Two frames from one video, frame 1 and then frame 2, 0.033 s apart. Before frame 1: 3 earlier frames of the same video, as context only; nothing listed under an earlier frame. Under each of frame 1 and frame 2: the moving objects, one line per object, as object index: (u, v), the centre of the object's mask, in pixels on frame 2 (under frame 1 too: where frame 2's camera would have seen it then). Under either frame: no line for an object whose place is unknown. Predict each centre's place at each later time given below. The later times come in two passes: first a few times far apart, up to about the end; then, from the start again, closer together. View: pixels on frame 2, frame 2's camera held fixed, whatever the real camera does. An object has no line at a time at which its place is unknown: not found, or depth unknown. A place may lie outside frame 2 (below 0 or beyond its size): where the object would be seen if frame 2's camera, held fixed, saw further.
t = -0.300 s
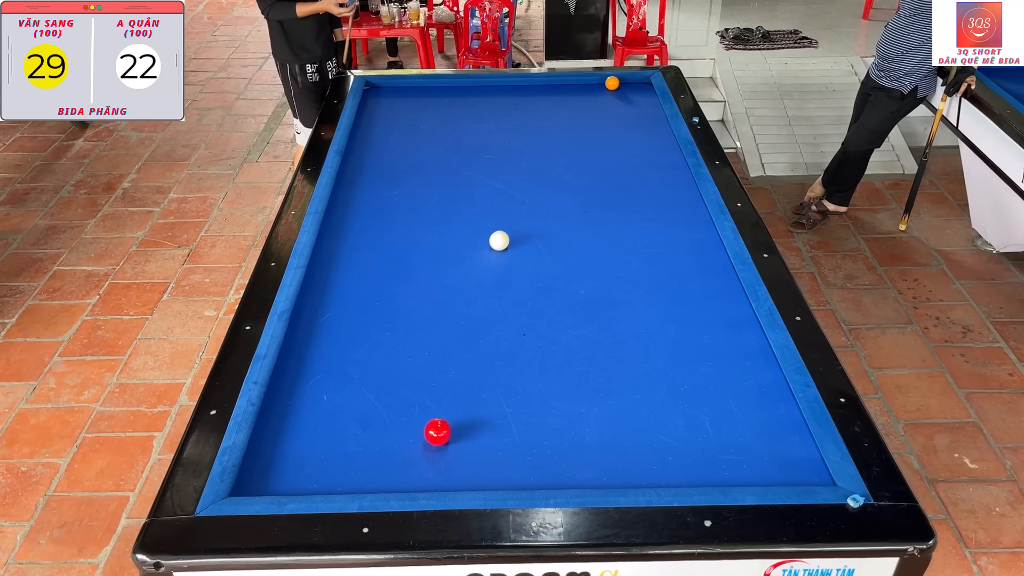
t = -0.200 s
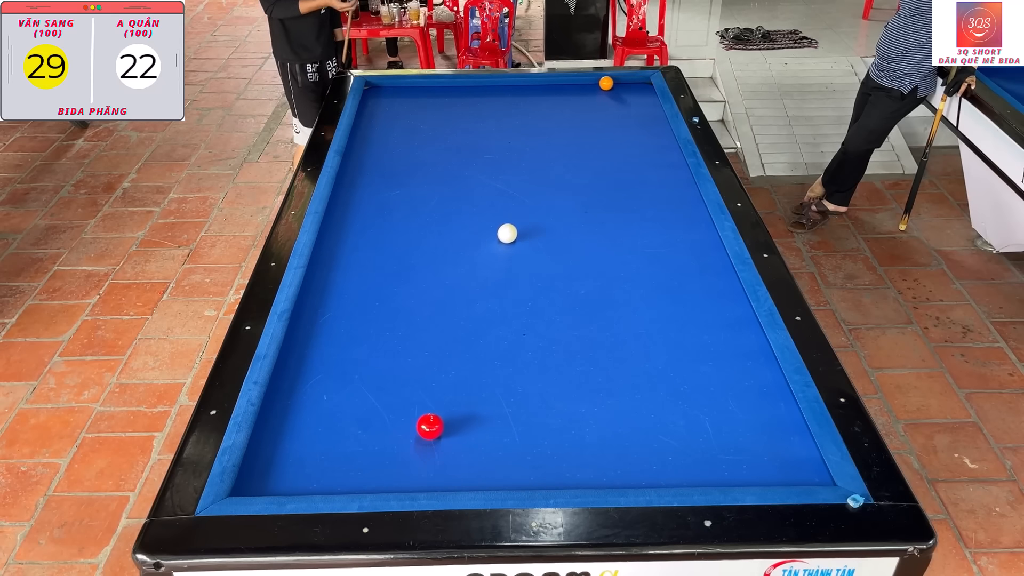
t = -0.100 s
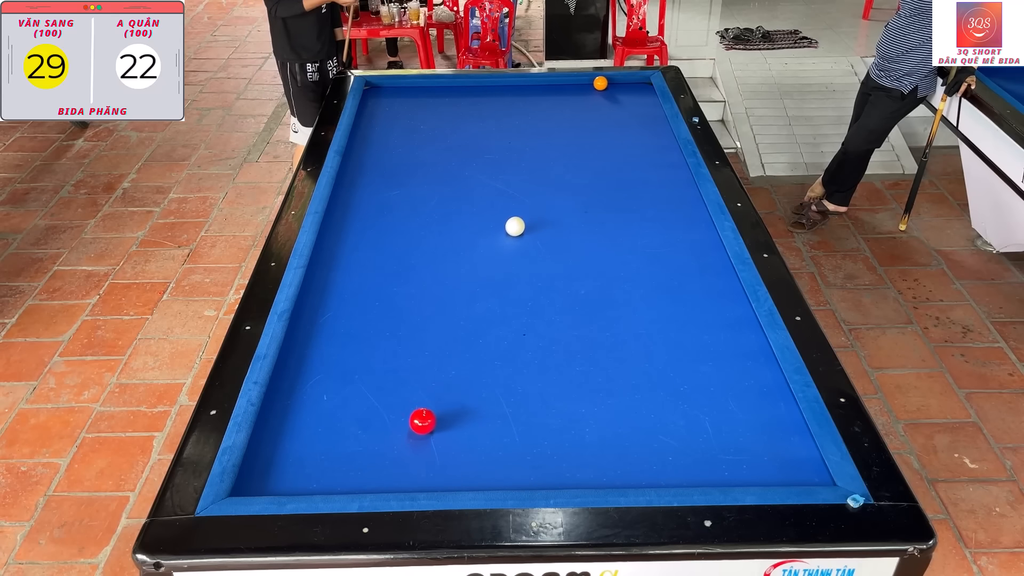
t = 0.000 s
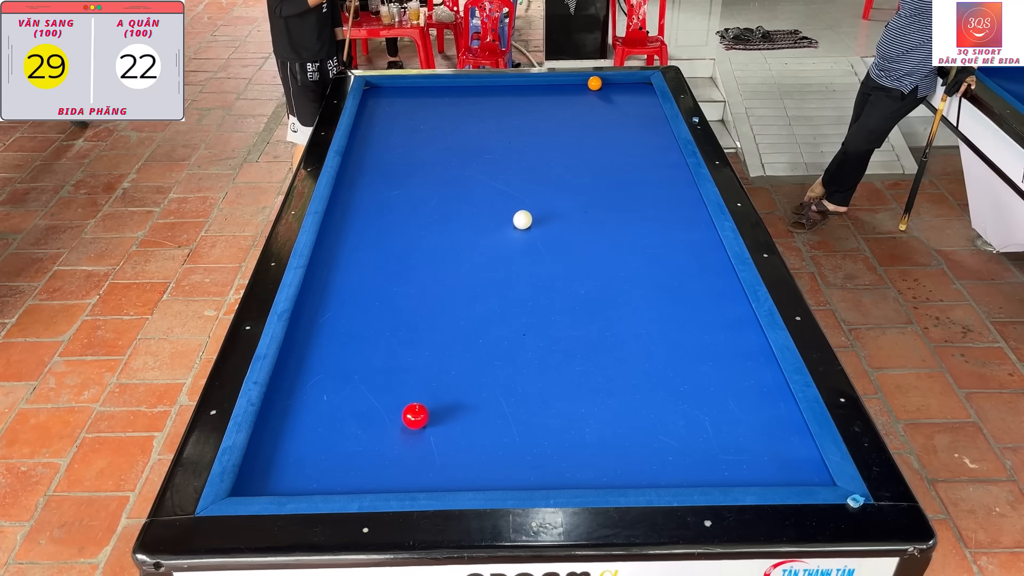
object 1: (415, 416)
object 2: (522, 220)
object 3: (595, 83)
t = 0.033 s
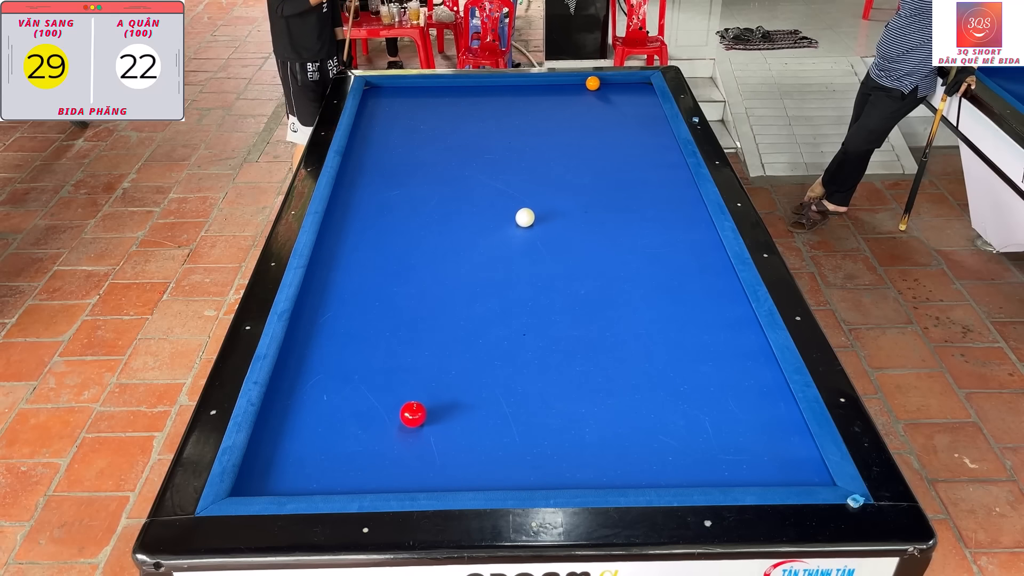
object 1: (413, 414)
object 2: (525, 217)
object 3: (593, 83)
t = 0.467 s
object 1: (385, 394)
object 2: (555, 191)
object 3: (569, 83)
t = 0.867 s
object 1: (362, 377)
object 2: (578, 169)
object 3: (548, 84)
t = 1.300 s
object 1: (339, 362)
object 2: (601, 149)
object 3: (527, 84)
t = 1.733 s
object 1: (318, 349)
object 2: (622, 131)
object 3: (508, 83)
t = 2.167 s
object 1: (299, 338)
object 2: (640, 115)
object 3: (491, 83)
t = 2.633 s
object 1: (307, 330)
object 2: (650, 101)
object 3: (475, 84)
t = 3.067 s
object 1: (317, 325)
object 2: (636, 92)
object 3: (462, 84)
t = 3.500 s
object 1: (325, 321)
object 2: (624, 84)
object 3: (450, 85)
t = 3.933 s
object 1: (331, 319)
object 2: (618, 83)
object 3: (440, 85)
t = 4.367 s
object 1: (334, 318)
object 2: (616, 86)
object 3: (432, 86)
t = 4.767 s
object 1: (334, 318)
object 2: (614, 89)
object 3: (426, 86)
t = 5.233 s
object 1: (334, 318)
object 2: (612, 91)
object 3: (421, 86)
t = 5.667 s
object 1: (334, 318)
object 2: (611, 93)
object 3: (418, 87)
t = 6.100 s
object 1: (334, 318)
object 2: (610, 94)
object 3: (417, 87)
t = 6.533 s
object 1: (334, 318)
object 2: (609, 95)
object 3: (417, 87)
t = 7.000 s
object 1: (334, 318)
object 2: (609, 95)
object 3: (417, 87)
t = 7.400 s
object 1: (334, 318)
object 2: (609, 95)
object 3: (417, 87)
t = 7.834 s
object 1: (334, 318)
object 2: (609, 95)
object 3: (417, 87)
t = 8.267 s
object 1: (334, 318)
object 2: (609, 95)
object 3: (417, 87)
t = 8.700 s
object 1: (334, 318)
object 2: (609, 95)
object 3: (417, 87)
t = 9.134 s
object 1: (334, 318)
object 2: (609, 95)
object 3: (417, 87)
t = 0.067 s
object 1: (410, 412)
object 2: (527, 215)
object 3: (591, 83)
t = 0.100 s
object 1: (408, 411)
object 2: (530, 213)
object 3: (589, 83)
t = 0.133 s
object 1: (406, 409)
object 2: (532, 211)
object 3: (587, 83)
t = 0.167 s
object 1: (404, 408)
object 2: (534, 209)
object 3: (585, 83)
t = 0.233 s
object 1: (399, 405)
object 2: (539, 205)
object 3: (582, 83)
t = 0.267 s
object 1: (397, 403)
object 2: (541, 203)
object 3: (580, 83)
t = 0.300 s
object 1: (395, 401)
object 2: (544, 201)
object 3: (578, 83)
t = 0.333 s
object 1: (393, 400)
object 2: (546, 199)
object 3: (576, 83)
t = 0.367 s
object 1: (391, 398)
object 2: (548, 197)
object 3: (574, 83)
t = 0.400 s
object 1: (389, 397)
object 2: (550, 195)
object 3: (573, 83)
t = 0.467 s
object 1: (385, 394)
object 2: (555, 191)
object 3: (569, 83)
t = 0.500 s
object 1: (383, 392)
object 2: (557, 189)
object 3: (567, 83)
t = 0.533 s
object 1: (381, 391)
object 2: (559, 187)
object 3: (565, 83)
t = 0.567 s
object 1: (379, 389)
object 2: (561, 185)
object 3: (563, 83)
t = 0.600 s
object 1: (377, 388)
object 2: (563, 183)
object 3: (562, 83)
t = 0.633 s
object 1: (375, 386)
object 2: (565, 182)
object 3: (560, 84)
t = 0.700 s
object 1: (371, 384)
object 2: (569, 178)
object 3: (557, 84)
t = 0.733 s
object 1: (369, 382)
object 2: (571, 176)
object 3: (555, 84)
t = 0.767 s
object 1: (367, 381)
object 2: (573, 175)
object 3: (553, 84)
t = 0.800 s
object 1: (365, 380)
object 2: (574, 173)
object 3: (551, 84)
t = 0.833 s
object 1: (364, 378)
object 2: (576, 171)
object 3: (550, 83)
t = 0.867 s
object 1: (362, 377)
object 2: (578, 169)
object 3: (548, 84)
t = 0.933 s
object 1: (358, 375)
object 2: (582, 166)
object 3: (545, 84)
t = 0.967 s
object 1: (356, 373)
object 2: (584, 165)
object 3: (543, 83)
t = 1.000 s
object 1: (354, 372)
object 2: (586, 163)
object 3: (542, 84)
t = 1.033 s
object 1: (353, 371)
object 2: (587, 161)
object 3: (540, 84)
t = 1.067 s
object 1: (351, 370)
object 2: (589, 160)
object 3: (538, 83)
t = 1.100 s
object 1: (349, 369)
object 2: (591, 158)
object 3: (537, 83)
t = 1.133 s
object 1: (347, 367)
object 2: (593, 157)
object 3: (535, 83)
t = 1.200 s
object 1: (344, 365)
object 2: (596, 154)
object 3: (532, 83)
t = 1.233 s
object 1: (342, 364)
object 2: (598, 152)
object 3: (530, 84)
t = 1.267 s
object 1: (341, 363)
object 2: (600, 151)
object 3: (529, 83)
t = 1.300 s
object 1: (339, 362)
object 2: (601, 149)
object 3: (527, 84)
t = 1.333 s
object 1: (337, 361)
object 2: (603, 148)
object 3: (526, 83)
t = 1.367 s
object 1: (336, 360)
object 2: (605, 146)
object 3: (524, 84)
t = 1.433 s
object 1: (332, 357)
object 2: (608, 143)
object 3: (521, 83)
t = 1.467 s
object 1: (331, 356)
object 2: (609, 142)
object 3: (520, 83)
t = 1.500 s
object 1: (329, 355)
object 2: (611, 140)
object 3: (518, 84)
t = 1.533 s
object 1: (327, 354)
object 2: (613, 139)
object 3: (517, 83)
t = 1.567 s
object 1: (326, 353)
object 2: (614, 138)
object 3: (515, 84)
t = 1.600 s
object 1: (324, 352)
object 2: (616, 136)
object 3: (514, 84)
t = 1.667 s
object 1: (321, 351)
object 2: (619, 134)
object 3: (511, 84)
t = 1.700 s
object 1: (320, 350)
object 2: (620, 132)
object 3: (510, 83)
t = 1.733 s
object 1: (318, 349)
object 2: (622, 131)
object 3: (508, 83)
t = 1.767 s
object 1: (317, 348)
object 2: (623, 130)
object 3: (507, 83)
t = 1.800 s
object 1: (315, 347)
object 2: (625, 129)
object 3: (506, 83)
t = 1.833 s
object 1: (314, 346)
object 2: (626, 127)
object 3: (504, 83)
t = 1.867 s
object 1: (312, 345)
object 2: (628, 126)
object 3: (503, 83)
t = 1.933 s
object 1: (309, 343)
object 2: (631, 124)
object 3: (500, 84)
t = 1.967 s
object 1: (308, 343)
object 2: (632, 122)
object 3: (499, 84)
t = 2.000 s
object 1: (306, 342)
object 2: (633, 121)
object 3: (497, 84)
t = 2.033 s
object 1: (305, 341)
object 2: (635, 120)
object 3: (496, 84)
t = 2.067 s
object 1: (303, 340)
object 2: (636, 119)
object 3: (495, 83)
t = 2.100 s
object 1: (302, 340)
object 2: (638, 118)
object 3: (494, 83)
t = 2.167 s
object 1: (299, 338)
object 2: (640, 115)
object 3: (491, 83)
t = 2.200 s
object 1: (298, 337)
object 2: (642, 114)
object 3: (490, 83)
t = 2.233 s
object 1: (296, 337)
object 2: (643, 113)
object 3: (489, 83)
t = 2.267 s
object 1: (296, 336)
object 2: (644, 112)
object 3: (487, 83)
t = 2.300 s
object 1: (297, 335)
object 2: (646, 111)
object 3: (486, 83)
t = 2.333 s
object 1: (298, 335)
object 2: (647, 110)
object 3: (485, 83)
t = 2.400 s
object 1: (300, 334)
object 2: (649, 108)
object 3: (483, 84)
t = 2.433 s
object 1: (301, 333)
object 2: (650, 106)
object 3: (482, 84)
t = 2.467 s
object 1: (302, 333)
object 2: (652, 105)
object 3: (481, 84)
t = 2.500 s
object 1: (303, 332)
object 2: (653, 104)
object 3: (480, 84)
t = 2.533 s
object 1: (304, 332)
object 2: (654, 103)
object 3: (479, 84)
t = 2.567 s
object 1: (305, 331)
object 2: (652, 103)
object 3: (477, 84)
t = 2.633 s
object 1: (307, 330)
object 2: (650, 101)
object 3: (475, 84)
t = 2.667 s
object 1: (308, 330)
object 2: (649, 100)
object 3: (474, 84)
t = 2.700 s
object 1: (309, 329)
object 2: (647, 100)
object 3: (473, 84)
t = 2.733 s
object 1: (309, 329)
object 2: (646, 99)
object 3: (472, 84)
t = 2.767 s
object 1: (310, 328)
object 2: (645, 98)
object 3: (471, 84)
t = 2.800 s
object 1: (311, 328)
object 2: (644, 98)
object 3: (470, 84)
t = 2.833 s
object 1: (312, 327)
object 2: (643, 97)
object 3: (469, 84)
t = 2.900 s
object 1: (313, 327)
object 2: (641, 96)
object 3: (467, 84)
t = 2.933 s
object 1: (314, 326)
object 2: (640, 95)
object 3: (466, 84)
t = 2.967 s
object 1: (315, 326)
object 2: (639, 94)
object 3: (465, 84)
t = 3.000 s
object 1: (315, 326)
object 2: (638, 93)
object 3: (464, 84)
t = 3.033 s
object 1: (316, 325)
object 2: (637, 93)
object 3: (463, 84)
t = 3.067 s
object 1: (317, 325)
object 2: (636, 92)
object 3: (462, 84)
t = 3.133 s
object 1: (318, 324)
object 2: (634, 91)
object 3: (460, 85)
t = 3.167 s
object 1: (319, 324)
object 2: (633, 90)
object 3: (459, 85)
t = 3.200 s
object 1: (320, 324)
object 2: (632, 90)
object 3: (458, 85)
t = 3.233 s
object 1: (320, 323)
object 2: (631, 89)
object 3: (457, 85)
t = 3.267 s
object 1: (321, 323)
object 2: (630, 88)
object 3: (456, 85)
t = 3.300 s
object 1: (322, 323)
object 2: (629, 88)
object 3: (456, 85)
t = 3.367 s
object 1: (323, 322)
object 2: (627, 87)
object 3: (454, 85)
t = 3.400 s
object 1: (323, 322)
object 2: (626, 86)
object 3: (453, 85)
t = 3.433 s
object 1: (324, 322)
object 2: (625, 85)
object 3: (452, 85)
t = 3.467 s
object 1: (324, 321)
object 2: (625, 85)
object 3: (451, 85)
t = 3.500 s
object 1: (325, 321)
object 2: (624, 84)
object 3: (450, 85)
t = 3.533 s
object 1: (325, 321)
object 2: (623, 84)
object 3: (449, 85)
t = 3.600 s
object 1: (326, 321)
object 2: (621, 82)
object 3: (448, 85)
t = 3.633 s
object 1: (327, 320)
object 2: (620, 82)
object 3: (447, 85)
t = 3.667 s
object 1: (327, 320)
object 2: (619, 81)
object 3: (446, 85)
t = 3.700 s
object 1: (328, 320)
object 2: (619, 81)
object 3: (445, 85)
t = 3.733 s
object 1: (328, 320)
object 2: (618, 81)
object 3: (444, 85)
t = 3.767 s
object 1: (329, 320)
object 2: (618, 81)
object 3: (444, 85)
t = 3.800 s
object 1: (329, 320)
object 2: (618, 82)
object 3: (443, 85)
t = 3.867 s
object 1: (330, 320)
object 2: (618, 82)
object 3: (441, 85)
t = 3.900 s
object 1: (330, 319)
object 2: (618, 83)
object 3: (441, 85)
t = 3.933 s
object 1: (331, 319)
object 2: (618, 83)
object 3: (440, 85)
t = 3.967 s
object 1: (331, 319)
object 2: (618, 83)
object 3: (439, 85)
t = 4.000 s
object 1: (331, 319)
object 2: (617, 83)
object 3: (438, 85)
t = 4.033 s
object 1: (332, 319)
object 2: (617, 84)
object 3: (438, 85)
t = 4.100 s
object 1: (332, 319)
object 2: (617, 84)
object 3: (436, 85)
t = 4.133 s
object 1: (332, 319)
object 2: (617, 85)
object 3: (436, 85)
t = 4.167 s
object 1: (333, 319)
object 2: (617, 85)
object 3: (435, 85)
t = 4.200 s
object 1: (333, 319)
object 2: (617, 85)
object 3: (434, 85)
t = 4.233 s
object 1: (333, 319)
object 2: (617, 85)
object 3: (434, 85)
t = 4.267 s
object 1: (333, 319)
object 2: (616, 86)
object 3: (433, 86)
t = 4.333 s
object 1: (334, 318)
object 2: (616, 86)
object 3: (432, 86)
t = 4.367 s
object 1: (334, 318)
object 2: (616, 86)
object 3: (432, 86)
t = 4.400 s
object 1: (334, 318)
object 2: (616, 87)
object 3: (431, 86)
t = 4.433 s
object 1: (334, 318)
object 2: (616, 87)
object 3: (430, 86)
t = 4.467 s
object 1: (334, 318)
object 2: (615, 87)
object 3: (430, 86)
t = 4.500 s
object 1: (334, 318)
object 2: (615, 87)
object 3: (429, 86)
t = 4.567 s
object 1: (334, 318)
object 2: (615, 88)
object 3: (428, 86)
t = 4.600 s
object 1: (334, 318)
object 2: (615, 88)
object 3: (428, 86)
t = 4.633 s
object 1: (334, 318)
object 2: (615, 88)
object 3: (427, 86)
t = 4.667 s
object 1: (334, 318)
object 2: (614, 88)
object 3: (427, 86)
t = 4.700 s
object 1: (334, 318)
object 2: (614, 89)
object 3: (427, 86)
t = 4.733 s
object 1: (334, 318)
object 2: (614, 89)
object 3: (426, 86)
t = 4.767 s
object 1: (334, 318)
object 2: (614, 89)
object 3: (426, 86)
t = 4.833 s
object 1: (334, 318)
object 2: (614, 89)
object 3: (425, 86)
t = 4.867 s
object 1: (334, 318)
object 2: (613, 89)
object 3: (425, 86)
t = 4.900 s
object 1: (334, 318)
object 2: (613, 90)
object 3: (424, 86)
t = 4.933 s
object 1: (334, 318)
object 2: (613, 90)
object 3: (424, 86)
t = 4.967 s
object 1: (334, 318)
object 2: (613, 90)
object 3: (423, 86)
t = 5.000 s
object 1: (334, 318)
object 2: (613, 90)
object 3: (423, 86)
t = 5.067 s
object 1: (334, 318)
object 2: (613, 91)
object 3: (422, 86)
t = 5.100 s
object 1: (334, 318)
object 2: (613, 91)
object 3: (422, 86)
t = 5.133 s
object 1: (334, 318)
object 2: (612, 91)
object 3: (422, 86)
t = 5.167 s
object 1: (334, 318)
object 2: (612, 91)
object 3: (421, 86)
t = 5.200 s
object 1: (334, 318)
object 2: (612, 91)
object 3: (421, 86)
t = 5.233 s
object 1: (334, 318)
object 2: (612, 91)
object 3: (421, 86)
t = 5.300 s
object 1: (334, 318)
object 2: (612, 92)
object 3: (420, 86)
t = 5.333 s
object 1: (334, 318)
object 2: (612, 92)
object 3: (420, 86)
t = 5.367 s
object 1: (334, 318)
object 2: (612, 92)
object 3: (419, 86)
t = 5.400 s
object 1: (334, 318)
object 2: (612, 92)
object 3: (419, 86)
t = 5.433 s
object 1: (334, 318)
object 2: (612, 92)
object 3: (419, 86)
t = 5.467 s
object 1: (334, 318)
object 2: (612, 92)
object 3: (419, 86)
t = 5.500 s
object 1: (334, 318)
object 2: (611, 93)
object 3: (419, 87)
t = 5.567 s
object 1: (334, 318)
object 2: (611, 93)
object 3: (418, 87)
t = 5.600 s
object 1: (334, 318)
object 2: (611, 93)
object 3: (418, 87)
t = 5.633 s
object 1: (334, 318)
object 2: (611, 93)
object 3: (418, 87)
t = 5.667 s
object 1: (334, 318)
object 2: (611, 93)
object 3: (418, 87)
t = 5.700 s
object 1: (334, 318)
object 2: (611, 93)
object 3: (418, 87)
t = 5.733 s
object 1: (334, 318)
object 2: (611, 93)
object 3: (418, 87)
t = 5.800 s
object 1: (334, 318)
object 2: (611, 94)
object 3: (418, 87)
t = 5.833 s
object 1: (334, 318)
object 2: (611, 94)
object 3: (418, 87)
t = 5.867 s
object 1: (334, 318)
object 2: (610, 94)
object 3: (418, 87)
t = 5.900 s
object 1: (334, 318)
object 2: (610, 94)
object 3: (417, 87)
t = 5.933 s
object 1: (334, 318)
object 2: (610, 94)
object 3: (417, 87)
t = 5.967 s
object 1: (334, 318)
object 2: (610, 94)
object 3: (417, 87)
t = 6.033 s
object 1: (334, 318)
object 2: (610, 94)
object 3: (417, 87)
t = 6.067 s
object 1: (334, 318)
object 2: (610, 94)
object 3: (417, 87)
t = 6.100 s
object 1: (334, 318)
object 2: (610, 94)
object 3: (417, 87)
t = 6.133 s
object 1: (334, 318)
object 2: (610, 95)
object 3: (417, 87)
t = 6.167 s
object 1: (334, 318)
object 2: (610, 95)
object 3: (417, 87)
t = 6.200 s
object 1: (334, 318)
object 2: (610, 95)
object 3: (417, 87)
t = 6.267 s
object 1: (334, 318)
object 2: (609, 95)
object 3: (417, 87)
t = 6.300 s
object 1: (334, 318)
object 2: (609, 95)
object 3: (417, 87)
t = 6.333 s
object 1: (334, 318)
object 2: (609, 95)
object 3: (417, 87)
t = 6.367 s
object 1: (334, 318)
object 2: (609, 95)
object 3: (417, 87)
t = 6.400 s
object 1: (334, 318)
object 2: (609, 95)
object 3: (417, 87)
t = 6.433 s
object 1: (334, 318)
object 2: (609, 95)
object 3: (417, 87)
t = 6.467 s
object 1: (334, 318)
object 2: (609, 95)
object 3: (417, 87)
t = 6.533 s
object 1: (334, 318)
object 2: (609, 95)
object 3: (417, 87)
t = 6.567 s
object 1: (334, 318)
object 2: (609, 95)
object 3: (417, 87)
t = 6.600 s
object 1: (334, 318)
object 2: (609, 95)
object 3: (417, 87)
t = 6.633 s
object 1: (334, 318)
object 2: (609, 95)
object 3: (417, 87)
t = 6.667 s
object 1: (334, 318)
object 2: (609, 95)
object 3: (417, 87)
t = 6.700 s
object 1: (334, 318)
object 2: (609, 95)
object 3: (417, 87)
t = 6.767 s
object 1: (334, 318)
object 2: (609, 95)
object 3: (417, 87)
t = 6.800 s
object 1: (334, 318)
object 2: (609, 95)
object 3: (417, 87)
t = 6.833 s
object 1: (334, 318)
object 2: (609, 95)
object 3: (417, 87)
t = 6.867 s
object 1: (334, 318)
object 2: (609, 95)
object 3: (417, 87)
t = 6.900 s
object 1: (334, 318)
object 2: (609, 95)
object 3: (417, 87)
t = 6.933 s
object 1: (334, 318)
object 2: (609, 95)
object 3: (417, 87)
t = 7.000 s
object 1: (334, 318)
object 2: (609, 95)
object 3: (417, 87)
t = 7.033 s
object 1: (334, 318)
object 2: (609, 95)
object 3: (417, 87)
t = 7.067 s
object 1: (334, 318)
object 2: (609, 95)
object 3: (417, 87)
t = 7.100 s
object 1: (334, 318)
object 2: (609, 95)
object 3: (417, 87)
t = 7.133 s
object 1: (334, 318)
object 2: (609, 95)
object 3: (417, 87)
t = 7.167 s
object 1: (334, 318)
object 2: (609, 95)
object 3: (417, 87)
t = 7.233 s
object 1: (334, 318)
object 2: (609, 95)
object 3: (417, 87)
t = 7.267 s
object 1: (334, 318)
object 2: (609, 95)
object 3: (417, 87)
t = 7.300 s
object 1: (334, 318)
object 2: (609, 95)
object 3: (417, 87)
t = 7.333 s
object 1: (334, 318)
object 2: (609, 95)
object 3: (417, 87)
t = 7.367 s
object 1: (334, 318)
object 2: (609, 95)
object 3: (417, 87)
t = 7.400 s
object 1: (334, 318)
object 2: (609, 95)
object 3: (417, 87)
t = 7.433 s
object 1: (334, 318)
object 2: (609, 95)
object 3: (417, 87)
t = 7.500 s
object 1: (334, 318)
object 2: (609, 95)
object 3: (417, 87)
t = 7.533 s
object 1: (334, 318)
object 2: (609, 95)
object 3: (417, 87)
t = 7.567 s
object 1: (334, 318)
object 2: (609, 95)
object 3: (417, 87)
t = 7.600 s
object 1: (334, 318)
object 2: (609, 95)
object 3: (417, 87)
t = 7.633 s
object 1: (334, 318)
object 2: (609, 95)
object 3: (417, 87)
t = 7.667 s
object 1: (334, 318)
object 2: (609, 95)
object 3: (417, 87)
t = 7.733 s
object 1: (334, 318)
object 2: (609, 95)
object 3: (417, 87)
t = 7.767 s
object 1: (334, 318)
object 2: (609, 95)
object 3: (417, 87)
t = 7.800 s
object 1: (334, 318)
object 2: (609, 95)
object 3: (417, 87)
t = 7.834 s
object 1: (334, 318)
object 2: (609, 95)
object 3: (417, 87)
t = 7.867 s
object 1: (334, 318)
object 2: (609, 95)
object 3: (417, 87)
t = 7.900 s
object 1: (334, 318)
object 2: (609, 95)
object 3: (417, 87)
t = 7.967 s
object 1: (334, 318)
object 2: (609, 95)
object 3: (417, 87)
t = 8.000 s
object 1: (334, 318)
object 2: (609, 95)
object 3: (417, 87)
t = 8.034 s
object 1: (334, 318)
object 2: (609, 95)
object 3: (417, 87)
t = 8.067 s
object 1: (334, 318)
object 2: (609, 95)
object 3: (417, 87)
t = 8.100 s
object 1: (334, 318)
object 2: (609, 95)
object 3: (417, 87)
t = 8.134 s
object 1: (334, 318)
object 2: (609, 95)
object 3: (417, 87)
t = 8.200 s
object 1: (334, 318)
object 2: (609, 95)
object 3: (417, 87)
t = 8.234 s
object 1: (334, 318)
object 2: (609, 95)
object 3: (417, 87)
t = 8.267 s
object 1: (334, 318)
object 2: (609, 95)
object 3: (417, 87)
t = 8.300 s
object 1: (334, 318)
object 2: (609, 95)
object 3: (417, 87)
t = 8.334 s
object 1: (334, 318)
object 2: (609, 95)
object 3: (417, 87)
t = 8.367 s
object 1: (334, 318)
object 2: (609, 95)
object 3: (417, 87)
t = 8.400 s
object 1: (334, 318)
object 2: (609, 95)
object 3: (417, 87)
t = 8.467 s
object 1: (334, 318)
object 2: (609, 95)
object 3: (417, 87)
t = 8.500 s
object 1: (334, 318)
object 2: (609, 95)
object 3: (417, 87)
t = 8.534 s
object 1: (334, 318)
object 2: (609, 95)
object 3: (417, 87)
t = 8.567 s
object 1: (334, 318)
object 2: (609, 95)
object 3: (417, 87)
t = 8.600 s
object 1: (334, 318)
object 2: (609, 95)
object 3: (417, 87)
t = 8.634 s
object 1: (334, 318)
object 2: (609, 95)
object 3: (417, 87)
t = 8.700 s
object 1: (334, 318)
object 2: (609, 95)
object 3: (417, 87)
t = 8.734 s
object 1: (334, 318)
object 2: (609, 95)
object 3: (417, 87)
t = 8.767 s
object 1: (334, 318)
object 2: (609, 95)
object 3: (417, 87)
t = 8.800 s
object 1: (334, 318)
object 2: (609, 95)
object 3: (417, 87)
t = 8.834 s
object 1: (334, 318)
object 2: (609, 95)
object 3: (417, 87)
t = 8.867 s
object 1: (334, 318)
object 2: (609, 95)
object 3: (417, 87)
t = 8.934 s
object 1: (334, 318)
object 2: (609, 95)
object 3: (417, 87)
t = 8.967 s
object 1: (334, 318)
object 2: (609, 95)
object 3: (417, 87)
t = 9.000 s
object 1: (334, 318)
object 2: (609, 95)
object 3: (417, 87)
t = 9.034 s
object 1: (334, 318)
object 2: (609, 95)
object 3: (417, 87)
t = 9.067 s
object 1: (334, 318)
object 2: (609, 95)
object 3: (417, 87)
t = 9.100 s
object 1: (334, 318)
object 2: (609, 95)
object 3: (417, 87)
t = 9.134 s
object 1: (334, 318)
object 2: (609, 95)
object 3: (417, 87)
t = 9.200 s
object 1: (334, 318)
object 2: (609, 95)
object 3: (417, 87)
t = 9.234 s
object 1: (334, 318)
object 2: (609, 95)
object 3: (417, 87)
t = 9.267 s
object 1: (334, 318)
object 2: (609, 95)
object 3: (417, 87)
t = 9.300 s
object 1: (334, 318)
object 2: (609, 95)
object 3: (417, 87)
